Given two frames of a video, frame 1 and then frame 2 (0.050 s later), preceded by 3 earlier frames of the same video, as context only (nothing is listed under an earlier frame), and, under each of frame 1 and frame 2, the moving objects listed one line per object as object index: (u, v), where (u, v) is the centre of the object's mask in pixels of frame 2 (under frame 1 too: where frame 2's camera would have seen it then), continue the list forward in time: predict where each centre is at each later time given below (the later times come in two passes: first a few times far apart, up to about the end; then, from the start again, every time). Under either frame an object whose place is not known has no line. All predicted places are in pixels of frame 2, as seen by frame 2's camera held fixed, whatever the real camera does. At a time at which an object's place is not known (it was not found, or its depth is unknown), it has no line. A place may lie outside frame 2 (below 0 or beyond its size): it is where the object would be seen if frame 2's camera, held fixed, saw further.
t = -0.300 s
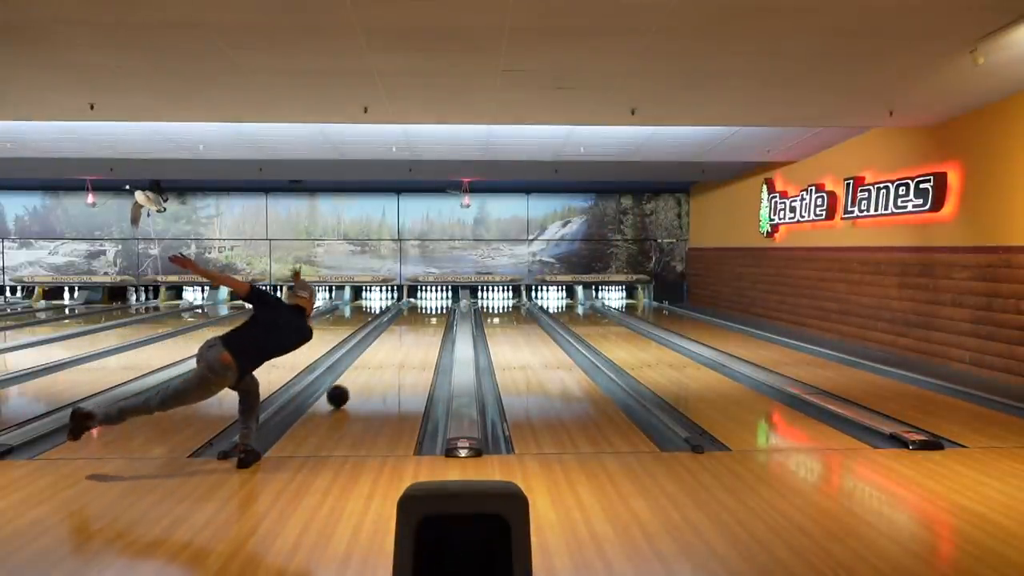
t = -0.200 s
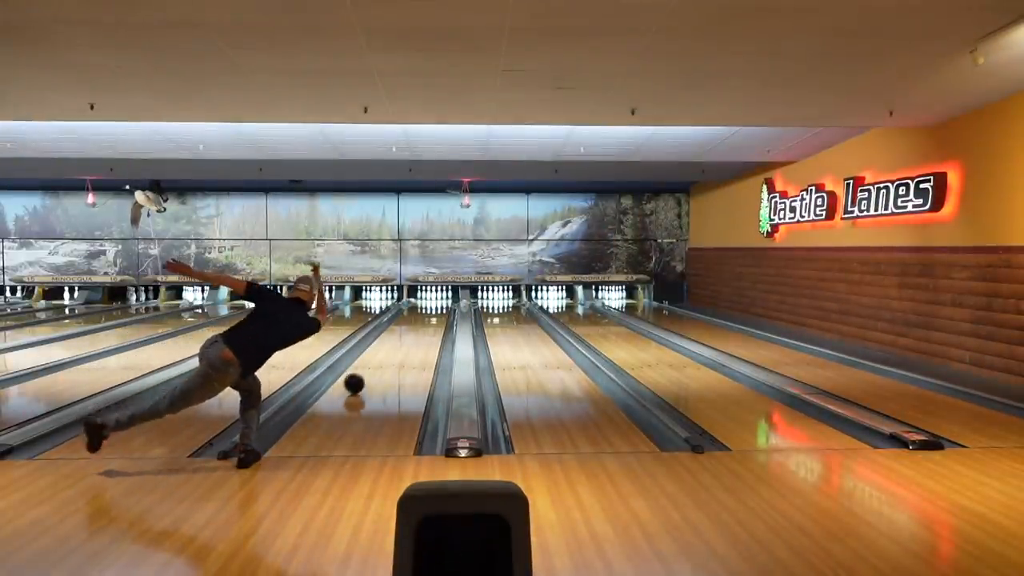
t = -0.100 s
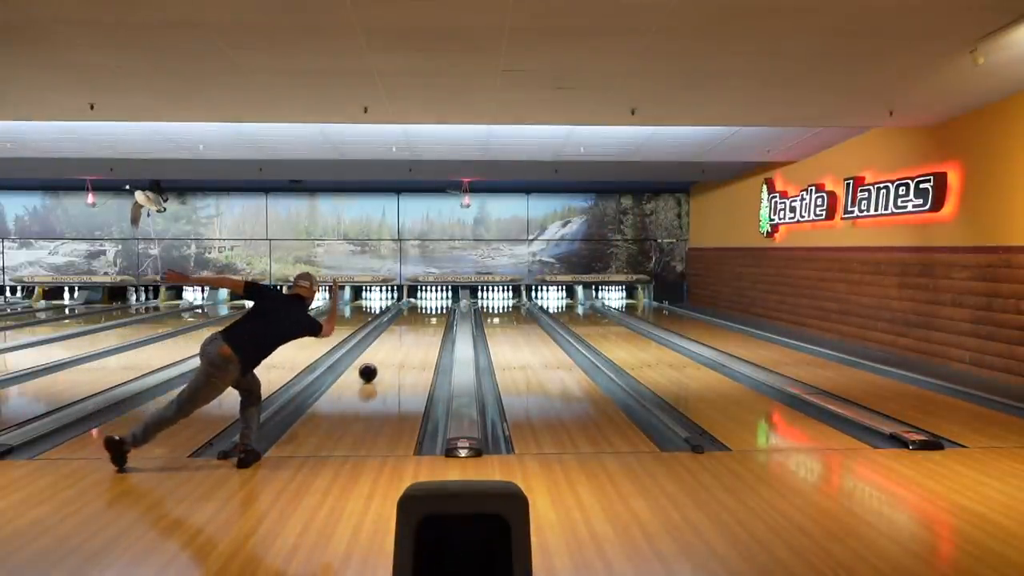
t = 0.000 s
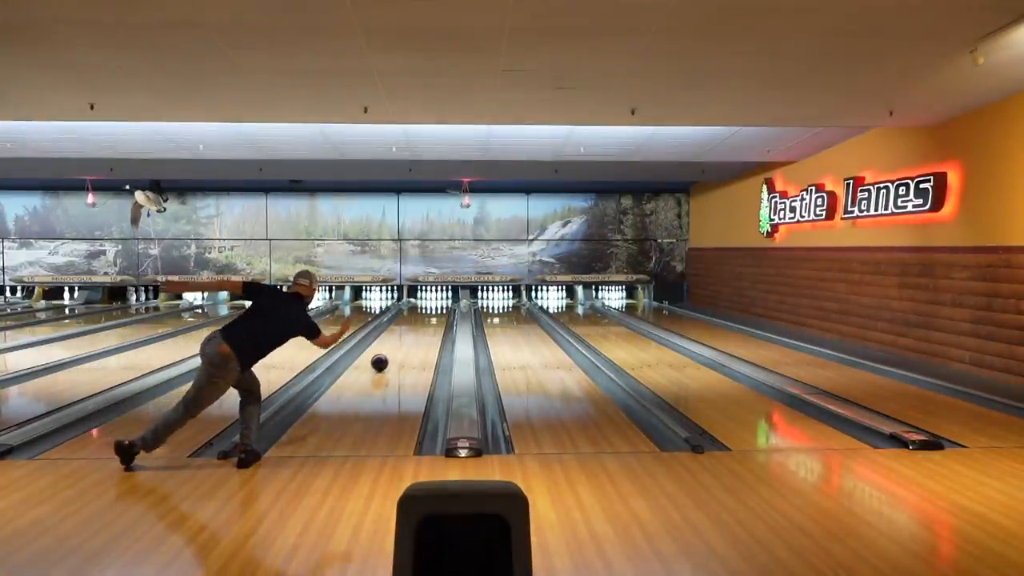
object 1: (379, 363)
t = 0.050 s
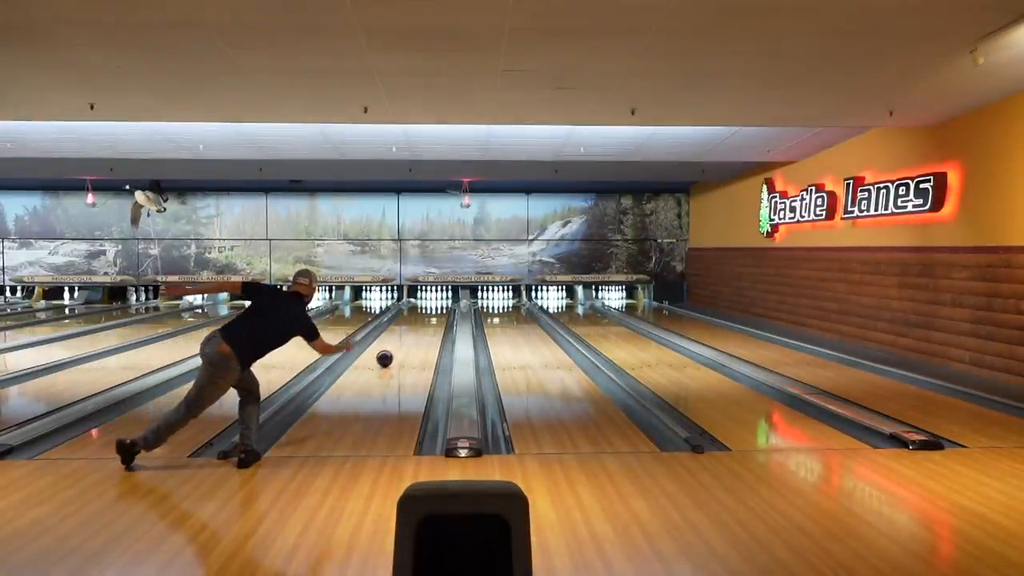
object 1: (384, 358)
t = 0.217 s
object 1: (399, 347)
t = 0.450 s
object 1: (414, 334)
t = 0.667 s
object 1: (424, 325)
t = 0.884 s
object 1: (432, 318)
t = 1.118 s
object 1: (438, 312)
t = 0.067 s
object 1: (386, 357)
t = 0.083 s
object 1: (388, 356)
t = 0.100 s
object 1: (389, 355)
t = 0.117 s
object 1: (390, 353)
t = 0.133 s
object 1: (392, 352)
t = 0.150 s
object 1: (393, 351)
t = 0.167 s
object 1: (395, 350)
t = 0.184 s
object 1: (396, 349)
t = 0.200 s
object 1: (398, 348)
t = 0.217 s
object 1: (399, 347)
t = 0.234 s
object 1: (400, 346)
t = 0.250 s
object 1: (401, 345)
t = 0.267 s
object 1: (403, 344)
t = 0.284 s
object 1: (404, 343)
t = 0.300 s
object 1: (405, 342)
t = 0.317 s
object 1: (406, 341)
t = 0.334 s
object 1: (407, 340)
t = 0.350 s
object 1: (408, 339)
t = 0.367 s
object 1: (409, 338)
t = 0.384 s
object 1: (410, 337)
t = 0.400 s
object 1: (411, 336)
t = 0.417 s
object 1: (412, 336)
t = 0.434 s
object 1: (413, 335)
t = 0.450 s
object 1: (414, 334)
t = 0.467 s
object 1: (415, 333)
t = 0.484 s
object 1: (416, 333)
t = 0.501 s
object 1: (417, 332)
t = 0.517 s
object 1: (418, 331)
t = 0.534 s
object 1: (418, 331)
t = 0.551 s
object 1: (419, 330)
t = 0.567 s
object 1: (420, 329)
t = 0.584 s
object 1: (421, 328)
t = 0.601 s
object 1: (422, 328)
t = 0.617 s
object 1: (422, 327)
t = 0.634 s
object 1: (423, 327)
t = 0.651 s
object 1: (424, 326)
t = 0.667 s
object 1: (424, 325)
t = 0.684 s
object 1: (425, 325)
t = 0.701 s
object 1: (426, 324)
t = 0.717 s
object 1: (427, 324)
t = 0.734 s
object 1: (427, 323)
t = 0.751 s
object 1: (428, 323)
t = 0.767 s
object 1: (428, 322)
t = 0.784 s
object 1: (429, 321)
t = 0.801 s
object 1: (429, 321)
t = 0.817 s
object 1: (430, 320)
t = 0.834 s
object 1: (431, 320)
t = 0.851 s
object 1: (431, 319)
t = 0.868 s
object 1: (431, 319)
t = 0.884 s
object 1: (432, 318)
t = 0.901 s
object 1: (433, 317)
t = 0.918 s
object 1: (433, 317)
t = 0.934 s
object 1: (434, 317)
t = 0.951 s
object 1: (434, 316)
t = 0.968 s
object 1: (435, 316)
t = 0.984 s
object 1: (435, 315)
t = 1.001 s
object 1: (436, 314)
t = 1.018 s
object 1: (436, 314)
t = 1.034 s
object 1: (436, 314)
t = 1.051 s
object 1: (436, 313)
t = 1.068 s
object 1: (437, 313)
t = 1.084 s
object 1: (437, 312)
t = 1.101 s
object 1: (437, 312)
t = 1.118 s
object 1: (438, 312)
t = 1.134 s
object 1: (438, 311)
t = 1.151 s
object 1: (438, 311)
